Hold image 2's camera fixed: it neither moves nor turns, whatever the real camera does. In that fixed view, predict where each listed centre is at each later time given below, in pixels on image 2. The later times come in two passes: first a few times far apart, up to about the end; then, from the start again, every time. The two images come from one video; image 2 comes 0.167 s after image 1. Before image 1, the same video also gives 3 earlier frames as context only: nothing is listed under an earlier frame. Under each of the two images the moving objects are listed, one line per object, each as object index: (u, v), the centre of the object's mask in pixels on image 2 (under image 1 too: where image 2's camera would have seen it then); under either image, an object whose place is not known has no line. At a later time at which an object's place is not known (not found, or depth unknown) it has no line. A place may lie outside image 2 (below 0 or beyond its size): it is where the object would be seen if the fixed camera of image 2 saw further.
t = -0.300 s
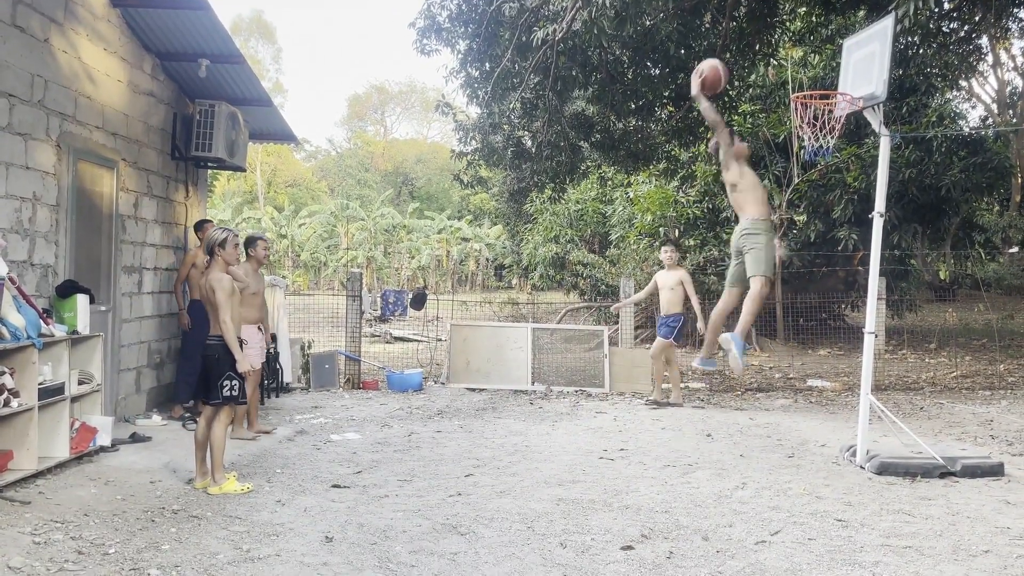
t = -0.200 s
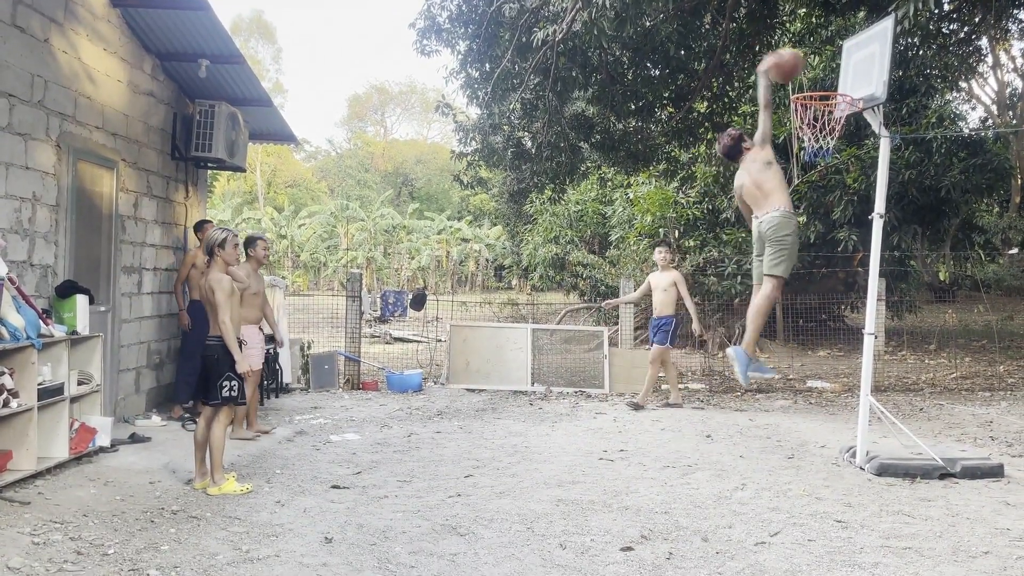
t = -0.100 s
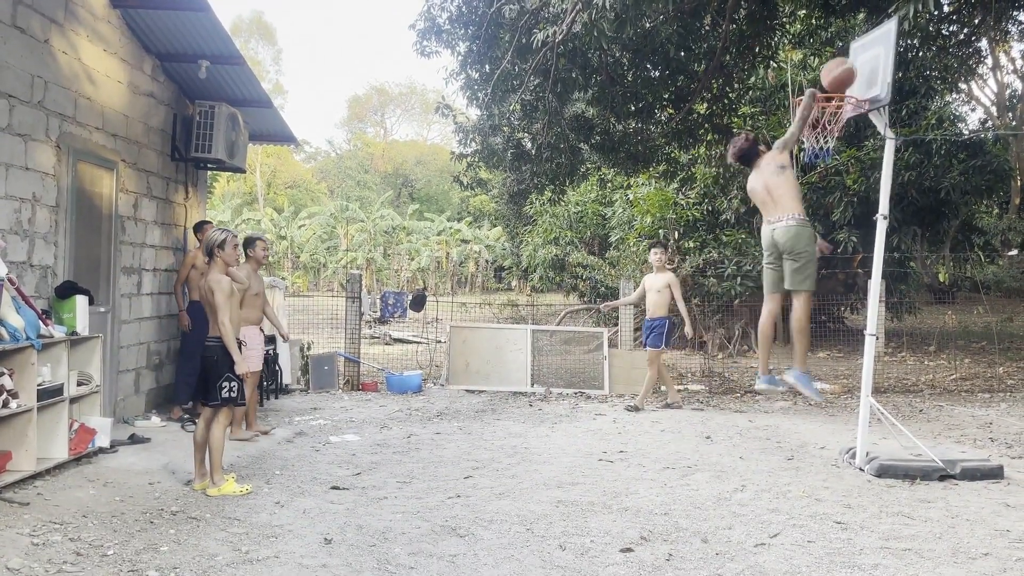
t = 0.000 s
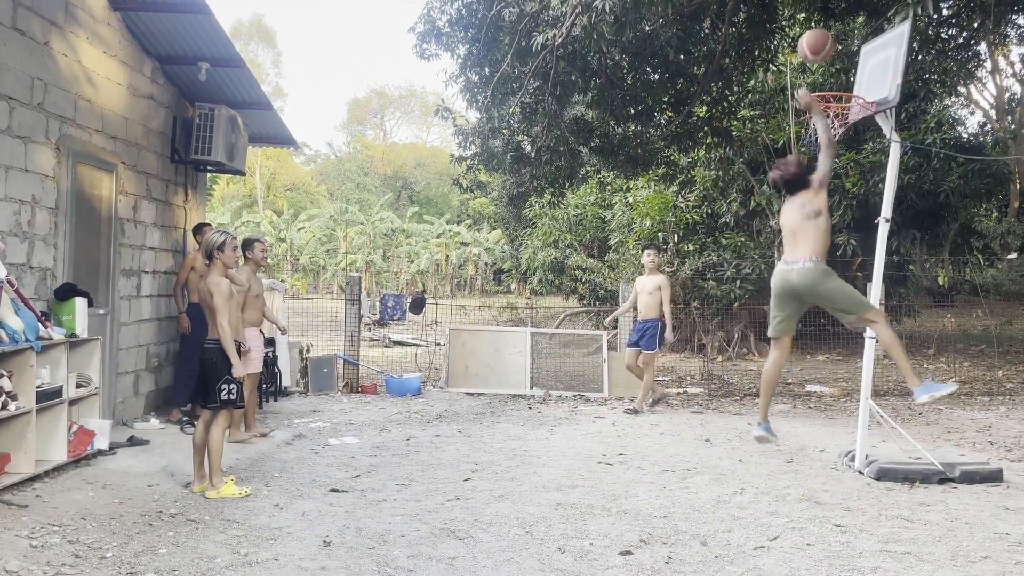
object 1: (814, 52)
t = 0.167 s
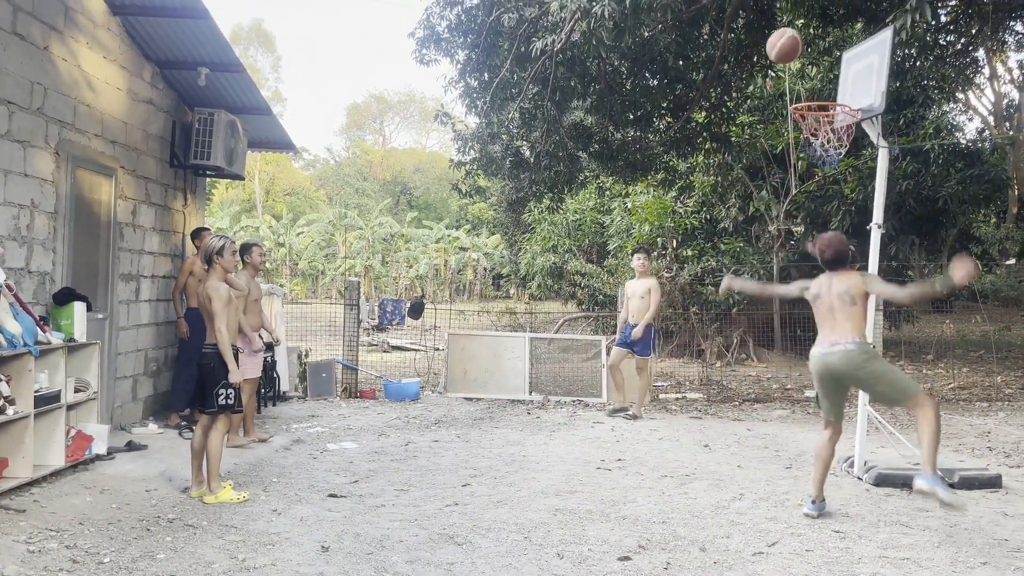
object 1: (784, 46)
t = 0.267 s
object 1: (768, 57)
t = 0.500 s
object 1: (725, 133)
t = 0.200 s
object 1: (778, 49)
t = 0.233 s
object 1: (771, 54)
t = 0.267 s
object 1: (768, 57)
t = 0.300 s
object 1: (766, 60)
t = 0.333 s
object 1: (760, 69)
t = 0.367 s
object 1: (749, 84)
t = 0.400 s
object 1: (743, 95)
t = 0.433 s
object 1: (736, 108)
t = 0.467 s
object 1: (733, 116)
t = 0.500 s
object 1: (725, 133)
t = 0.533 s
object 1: (715, 159)
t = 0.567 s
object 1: (712, 169)
